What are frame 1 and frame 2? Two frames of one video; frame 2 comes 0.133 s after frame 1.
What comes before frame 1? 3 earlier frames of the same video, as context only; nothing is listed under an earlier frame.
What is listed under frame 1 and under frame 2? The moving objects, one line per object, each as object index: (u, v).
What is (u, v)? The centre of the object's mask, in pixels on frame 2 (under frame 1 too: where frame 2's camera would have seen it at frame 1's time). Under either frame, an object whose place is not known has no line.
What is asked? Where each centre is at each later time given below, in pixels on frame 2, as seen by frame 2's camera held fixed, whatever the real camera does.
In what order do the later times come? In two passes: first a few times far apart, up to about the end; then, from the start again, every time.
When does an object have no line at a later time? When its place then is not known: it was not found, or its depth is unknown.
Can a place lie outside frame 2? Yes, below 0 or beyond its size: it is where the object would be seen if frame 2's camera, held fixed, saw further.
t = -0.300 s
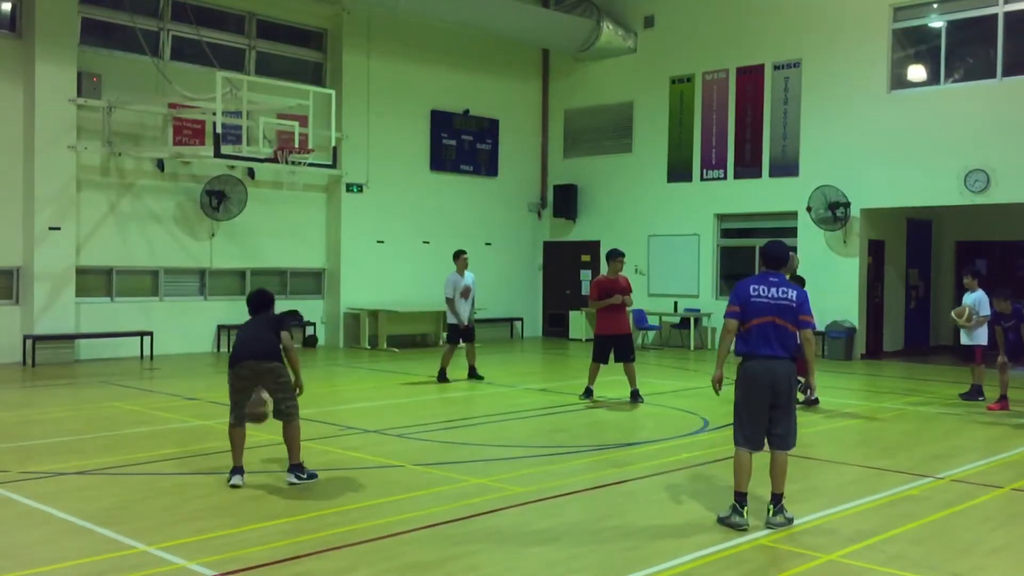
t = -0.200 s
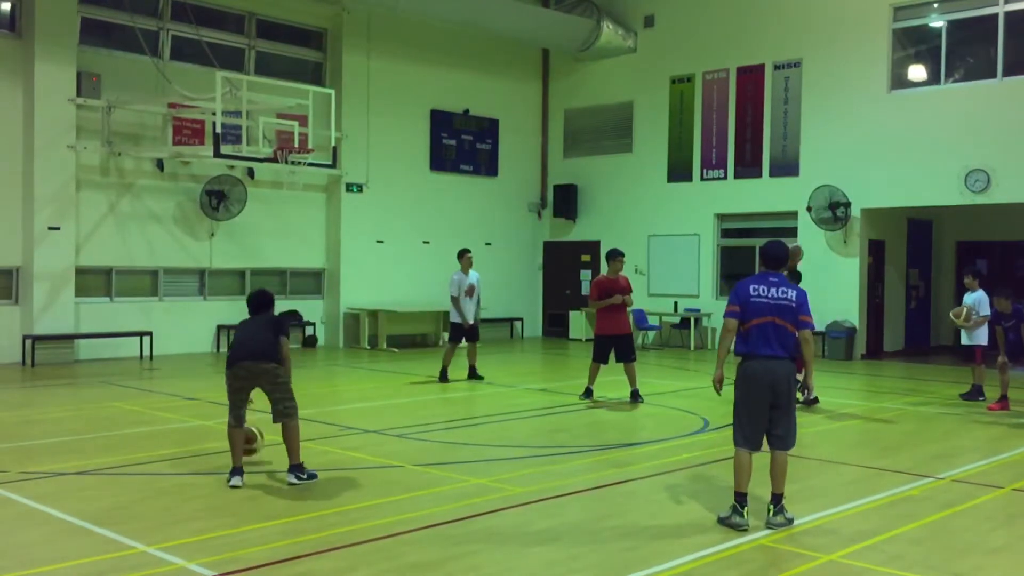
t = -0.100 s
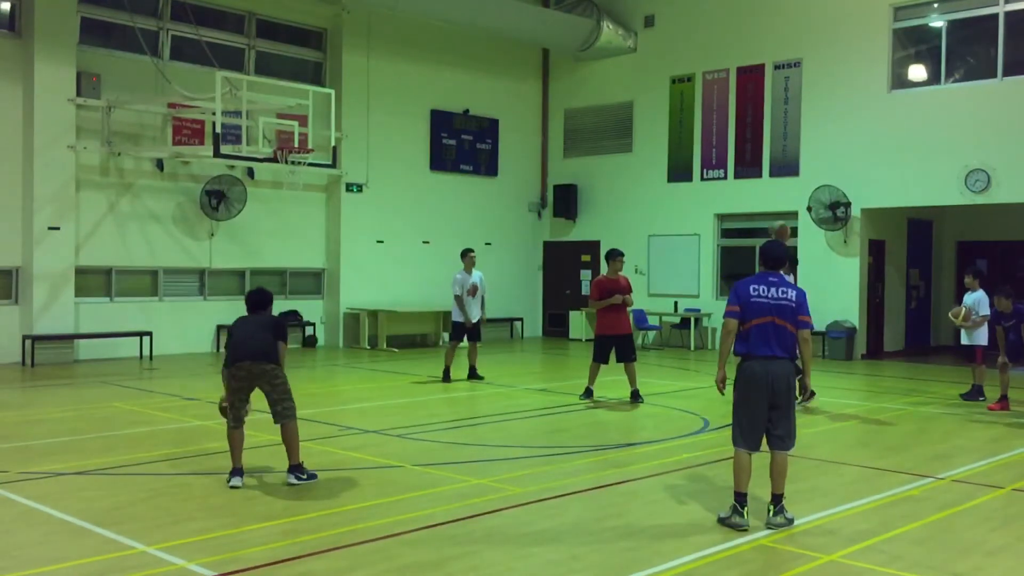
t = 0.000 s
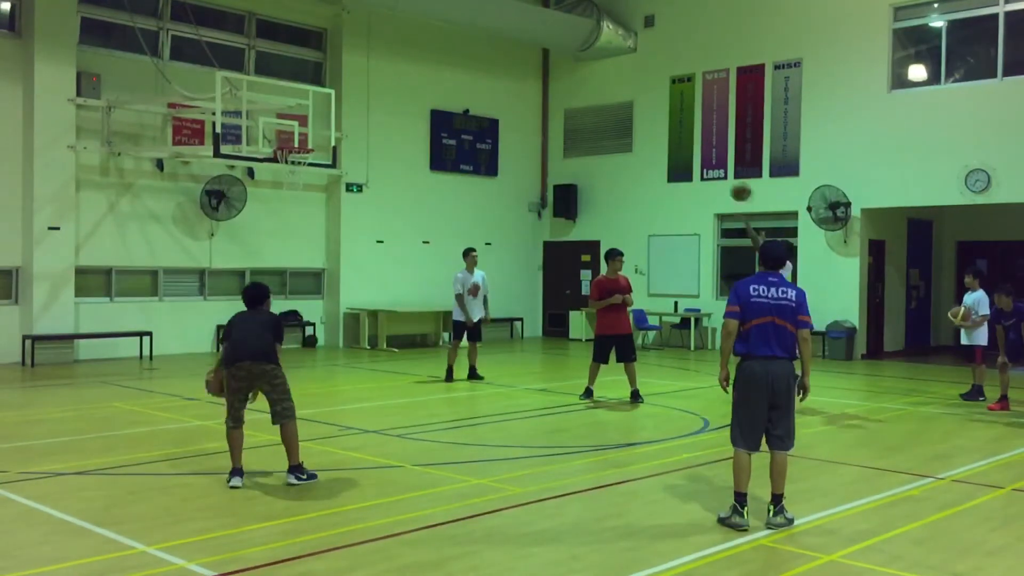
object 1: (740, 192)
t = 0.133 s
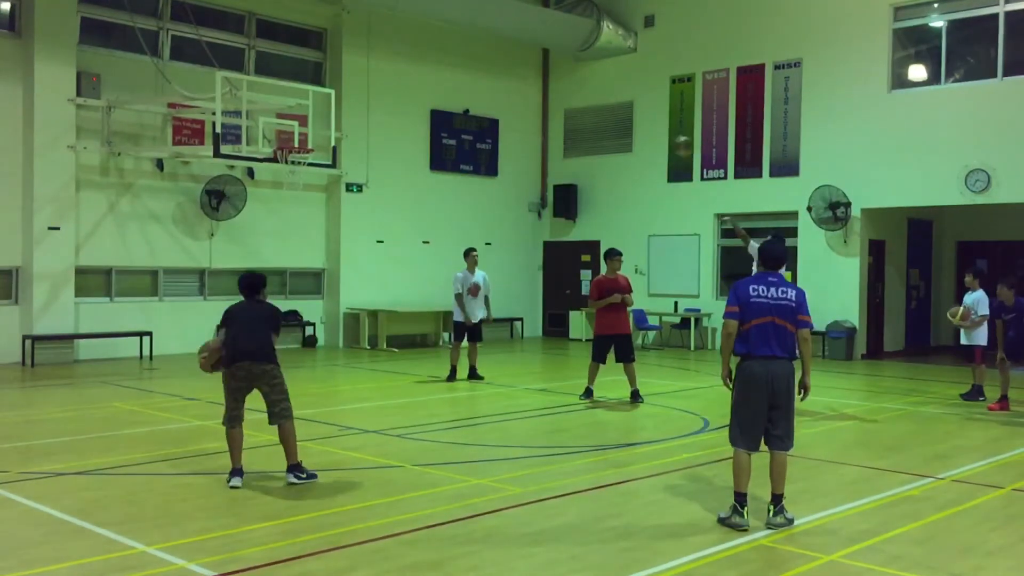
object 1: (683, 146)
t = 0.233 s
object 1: (635, 117)
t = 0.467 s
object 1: (527, 84)
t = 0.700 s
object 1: (427, 94)
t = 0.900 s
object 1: (348, 134)
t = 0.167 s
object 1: (665, 135)
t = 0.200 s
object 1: (650, 126)
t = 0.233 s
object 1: (635, 117)
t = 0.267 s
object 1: (619, 109)
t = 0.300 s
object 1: (602, 102)
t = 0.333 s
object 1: (588, 97)
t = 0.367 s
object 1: (572, 92)
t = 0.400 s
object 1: (557, 89)
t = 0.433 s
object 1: (543, 86)
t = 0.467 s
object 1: (527, 84)
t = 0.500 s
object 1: (512, 83)
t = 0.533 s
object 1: (499, 82)
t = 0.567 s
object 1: (484, 83)
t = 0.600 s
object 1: (469, 85)
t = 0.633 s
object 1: (455, 87)
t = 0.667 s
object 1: (440, 90)
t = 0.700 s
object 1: (427, 94)
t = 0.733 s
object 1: (415, 98)
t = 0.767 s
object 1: (400, 104)
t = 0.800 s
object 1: (388, 110)
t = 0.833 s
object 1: (374, 118)
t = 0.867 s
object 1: (361, 125)
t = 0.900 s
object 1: (348, 134)
